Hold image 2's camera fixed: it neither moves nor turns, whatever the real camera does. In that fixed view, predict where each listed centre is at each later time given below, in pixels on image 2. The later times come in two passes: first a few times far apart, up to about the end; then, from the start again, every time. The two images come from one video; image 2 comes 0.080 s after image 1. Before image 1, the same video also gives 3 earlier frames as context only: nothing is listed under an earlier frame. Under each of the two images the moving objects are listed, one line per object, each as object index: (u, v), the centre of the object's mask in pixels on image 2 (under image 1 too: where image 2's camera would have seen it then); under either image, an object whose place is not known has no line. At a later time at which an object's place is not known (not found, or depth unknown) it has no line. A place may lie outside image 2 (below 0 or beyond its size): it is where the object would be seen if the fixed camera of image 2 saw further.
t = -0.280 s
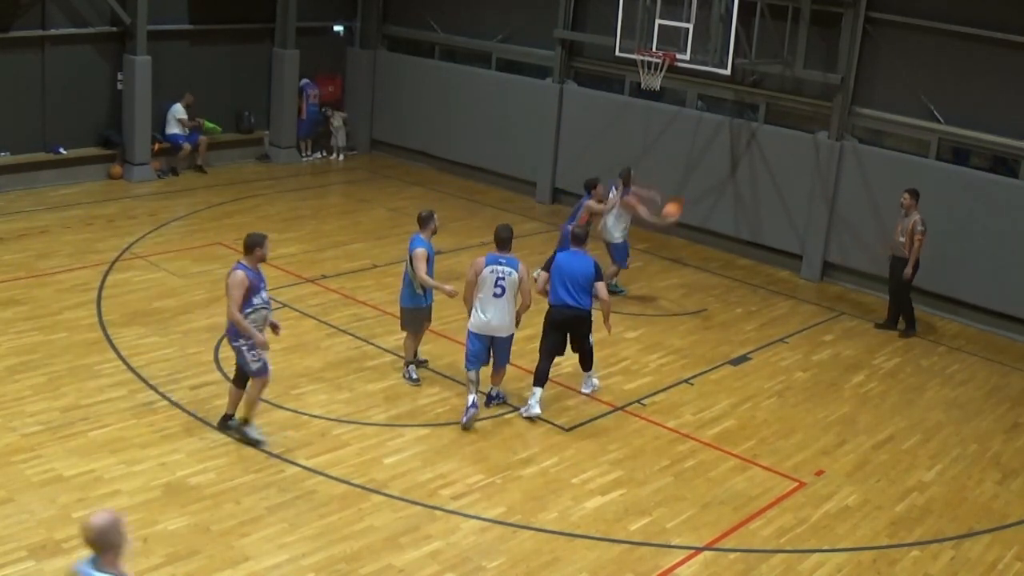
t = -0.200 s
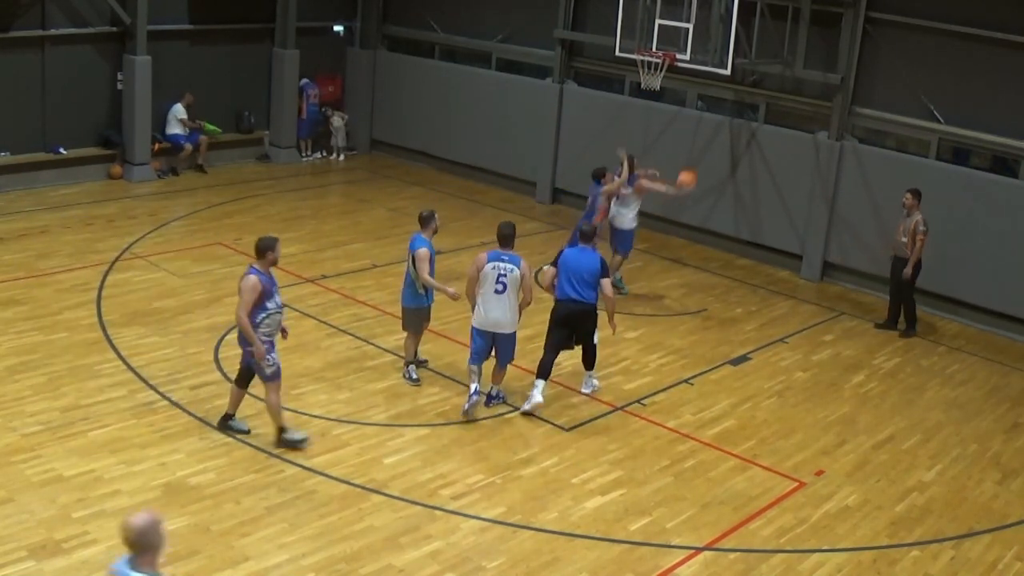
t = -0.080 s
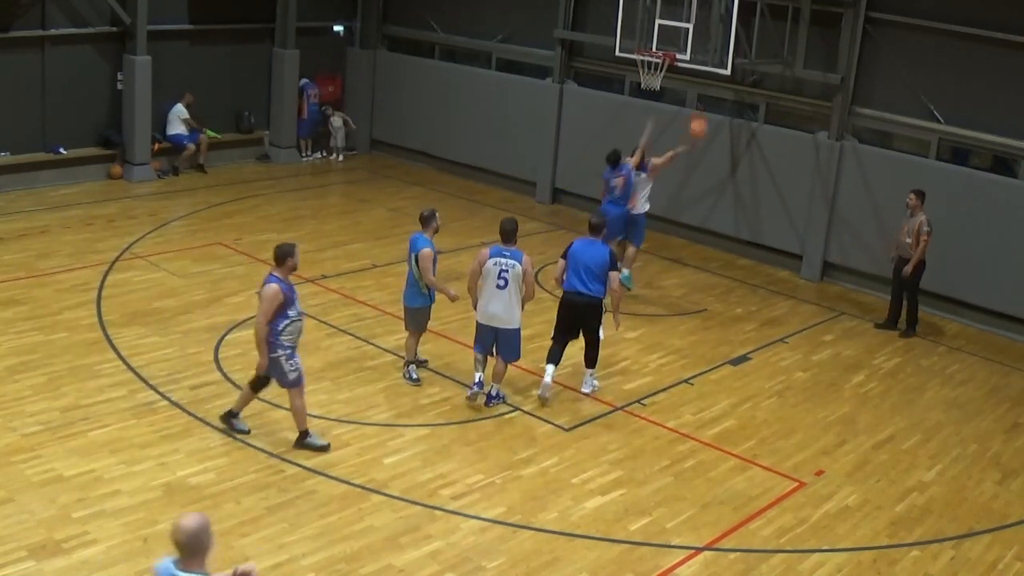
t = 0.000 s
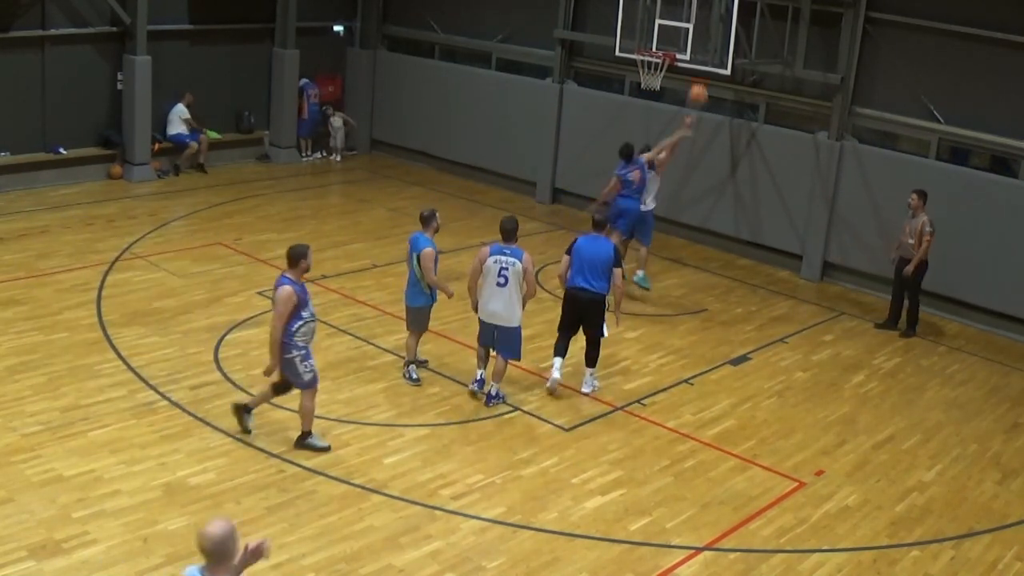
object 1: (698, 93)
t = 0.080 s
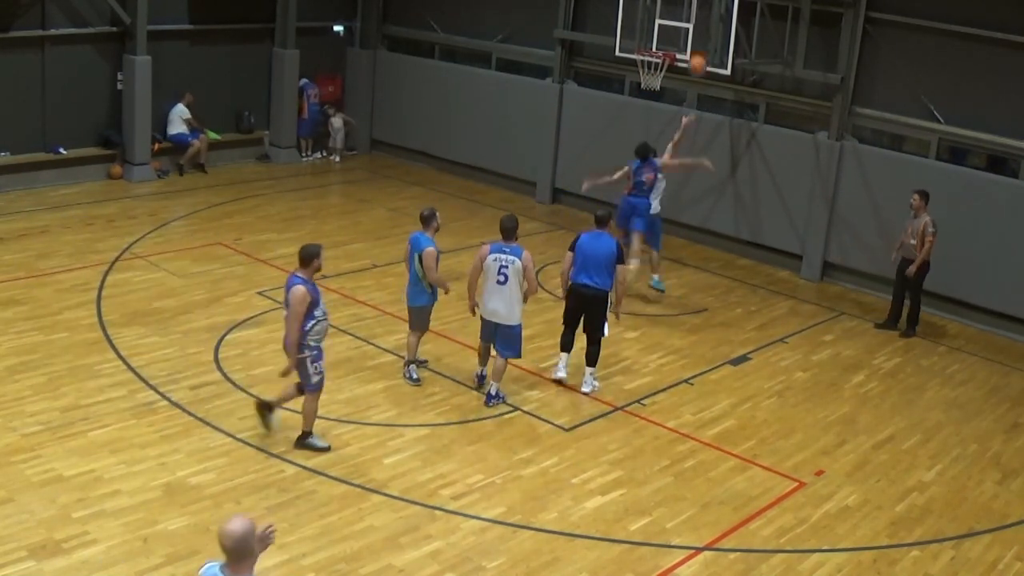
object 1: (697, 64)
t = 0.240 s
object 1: (689, 28)
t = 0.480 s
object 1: (651, 26)
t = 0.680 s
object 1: (616, 57)
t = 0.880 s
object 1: (578, 119)
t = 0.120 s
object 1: (697, 53)
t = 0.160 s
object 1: (696, 42)
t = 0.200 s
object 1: (694, 33)
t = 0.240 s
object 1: (689, 28)
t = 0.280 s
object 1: (682, 24)
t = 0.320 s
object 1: (676, 22)
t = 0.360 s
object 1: (670, 21)
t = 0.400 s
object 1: (664, 21)
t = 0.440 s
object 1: (657, 22)
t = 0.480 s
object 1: (651, 26)
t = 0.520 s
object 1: (644, 29)
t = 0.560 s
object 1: (637, 35)
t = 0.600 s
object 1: (630, 41)
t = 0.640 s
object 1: (624, 48)
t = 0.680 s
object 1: (616, 57)
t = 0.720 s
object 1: (609, 67)
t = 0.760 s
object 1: (601, 78)
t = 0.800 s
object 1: (594, 91)
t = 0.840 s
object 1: (586, 104)
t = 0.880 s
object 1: (578, 119)
